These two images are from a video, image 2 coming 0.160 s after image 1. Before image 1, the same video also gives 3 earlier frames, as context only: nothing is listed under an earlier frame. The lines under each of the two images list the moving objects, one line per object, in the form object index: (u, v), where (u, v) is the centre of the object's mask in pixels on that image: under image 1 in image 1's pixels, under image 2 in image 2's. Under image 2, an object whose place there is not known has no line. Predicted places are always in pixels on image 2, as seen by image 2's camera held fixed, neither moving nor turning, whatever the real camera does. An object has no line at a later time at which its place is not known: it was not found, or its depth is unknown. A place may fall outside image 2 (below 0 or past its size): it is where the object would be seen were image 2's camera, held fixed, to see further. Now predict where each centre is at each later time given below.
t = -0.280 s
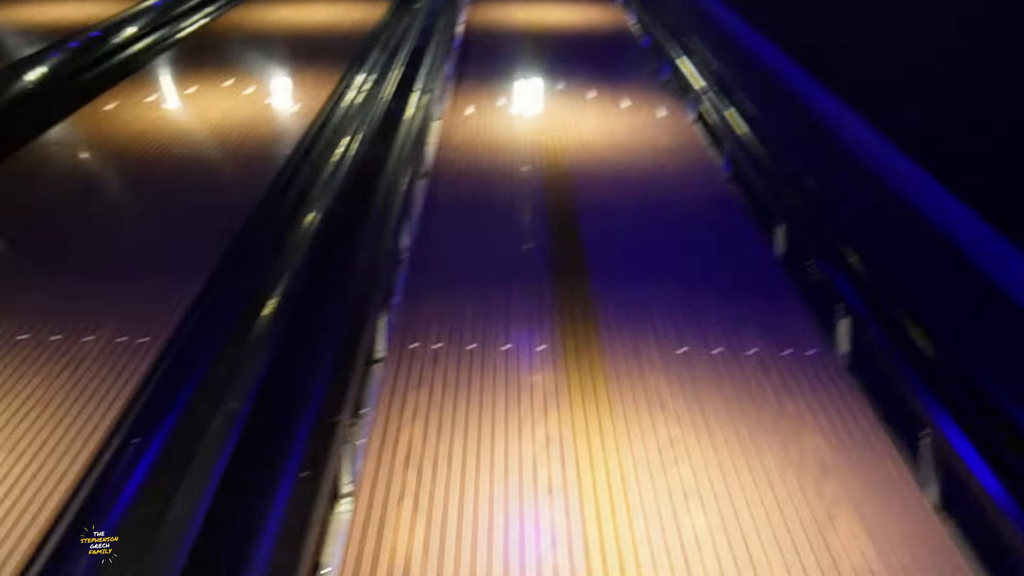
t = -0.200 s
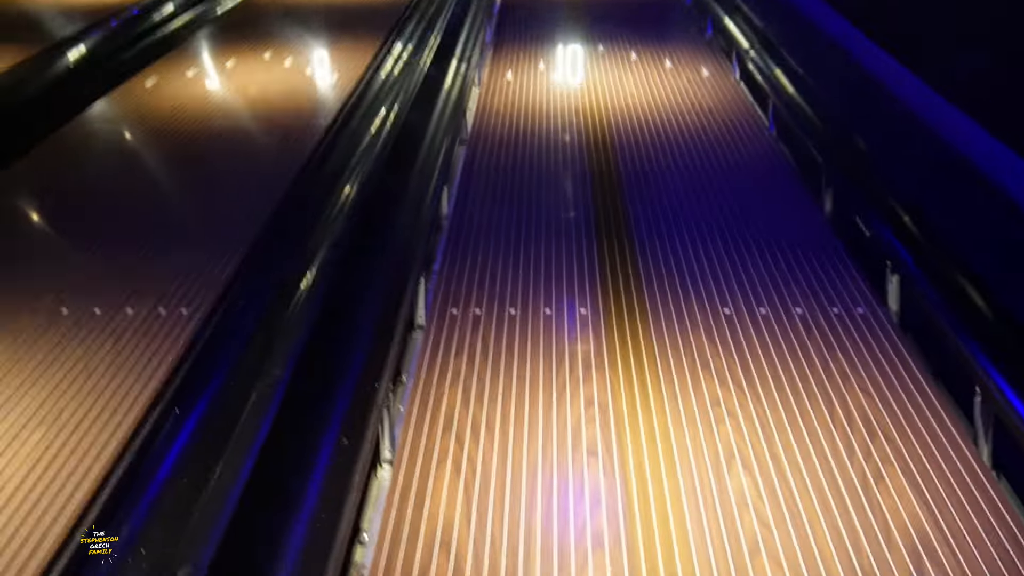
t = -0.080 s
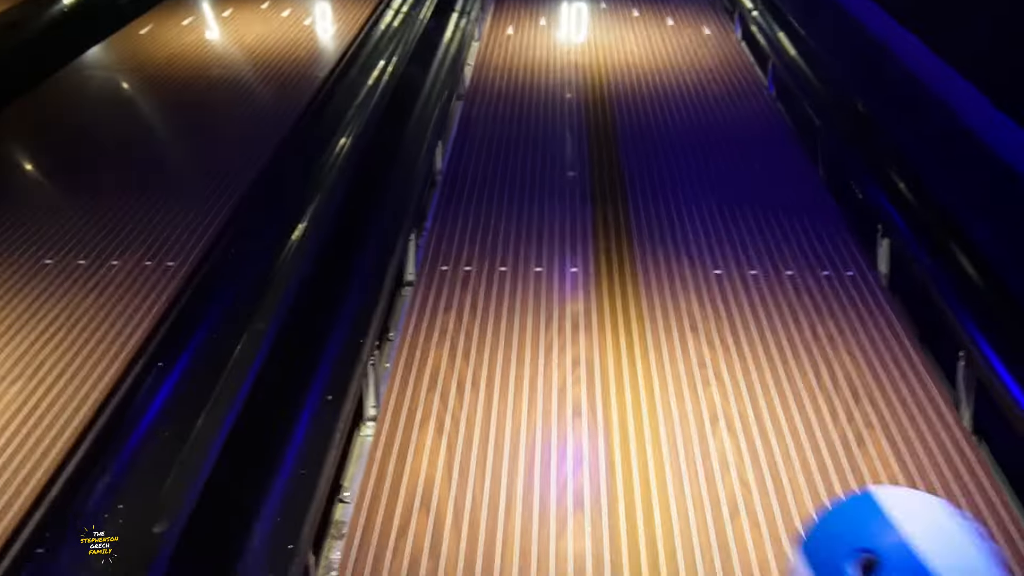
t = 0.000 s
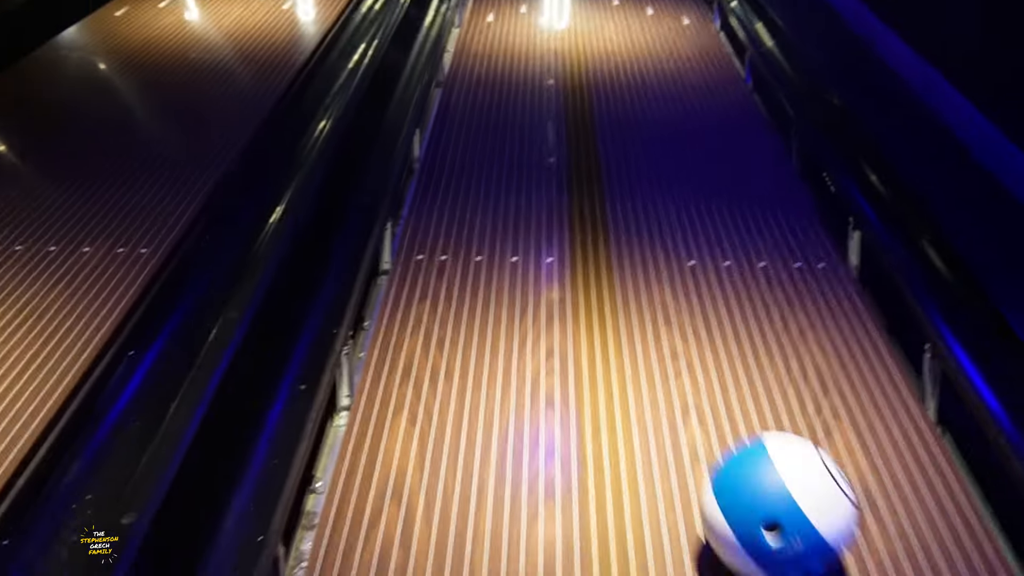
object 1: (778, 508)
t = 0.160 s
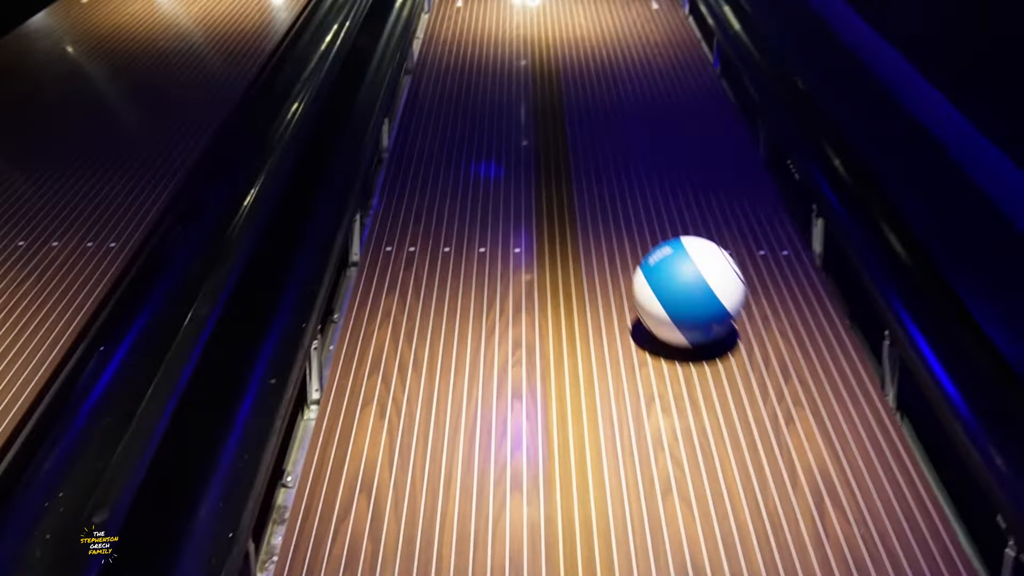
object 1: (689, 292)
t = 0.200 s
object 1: (680, 255)
